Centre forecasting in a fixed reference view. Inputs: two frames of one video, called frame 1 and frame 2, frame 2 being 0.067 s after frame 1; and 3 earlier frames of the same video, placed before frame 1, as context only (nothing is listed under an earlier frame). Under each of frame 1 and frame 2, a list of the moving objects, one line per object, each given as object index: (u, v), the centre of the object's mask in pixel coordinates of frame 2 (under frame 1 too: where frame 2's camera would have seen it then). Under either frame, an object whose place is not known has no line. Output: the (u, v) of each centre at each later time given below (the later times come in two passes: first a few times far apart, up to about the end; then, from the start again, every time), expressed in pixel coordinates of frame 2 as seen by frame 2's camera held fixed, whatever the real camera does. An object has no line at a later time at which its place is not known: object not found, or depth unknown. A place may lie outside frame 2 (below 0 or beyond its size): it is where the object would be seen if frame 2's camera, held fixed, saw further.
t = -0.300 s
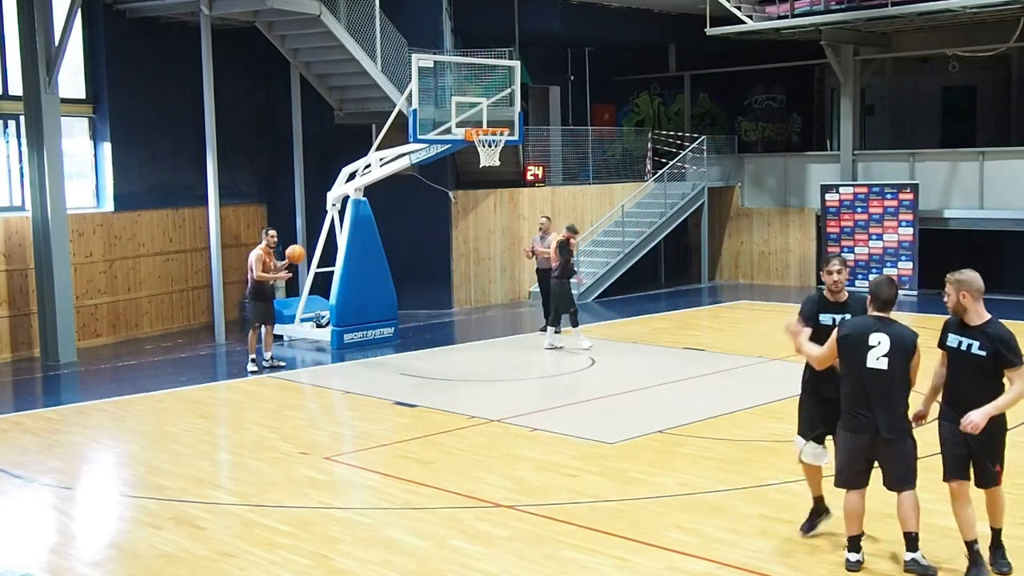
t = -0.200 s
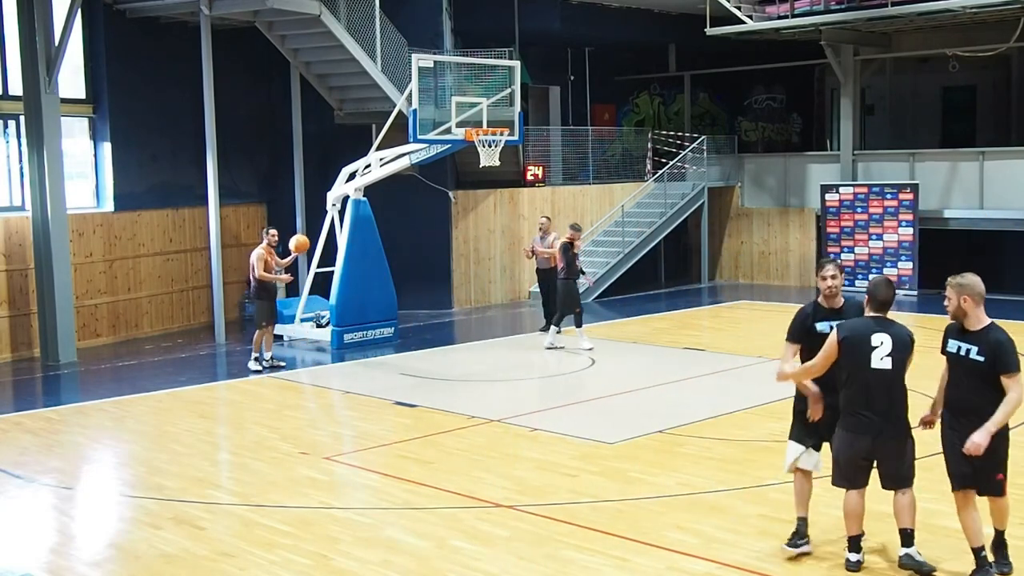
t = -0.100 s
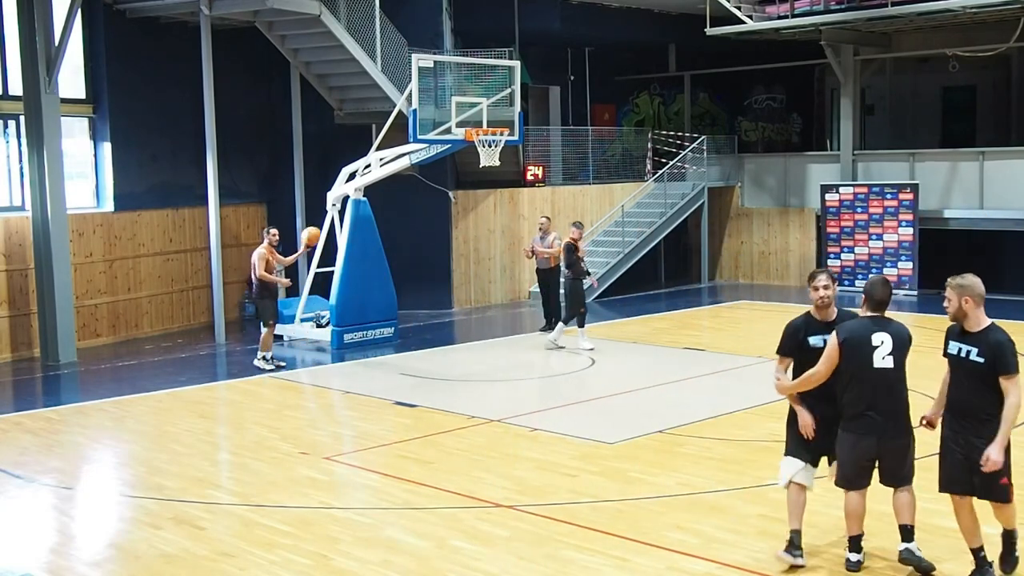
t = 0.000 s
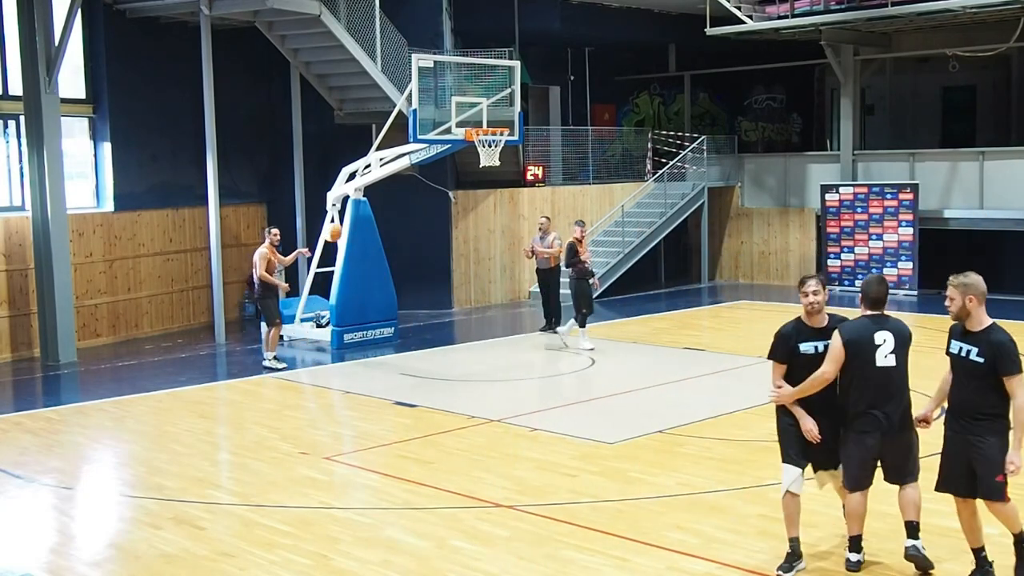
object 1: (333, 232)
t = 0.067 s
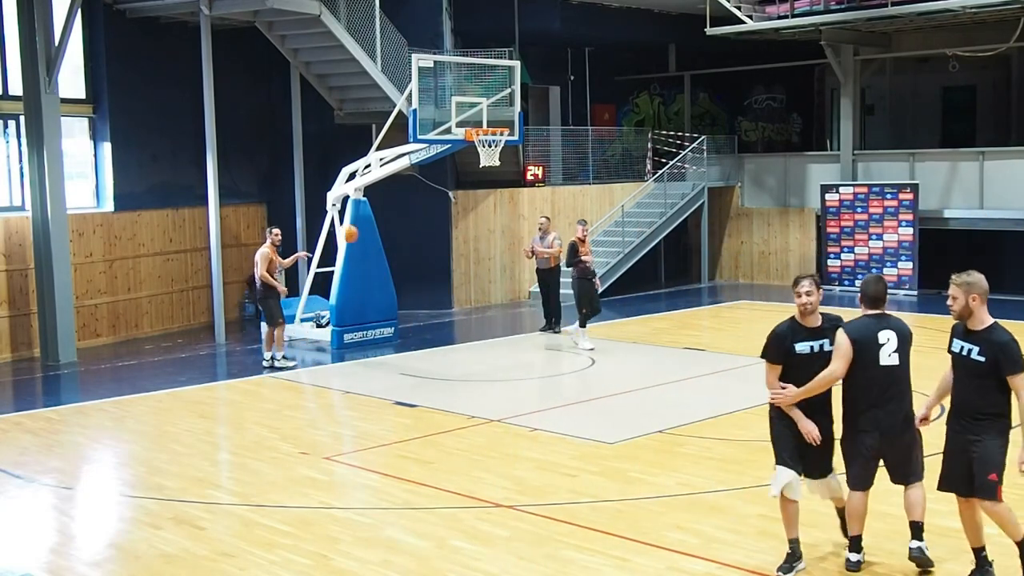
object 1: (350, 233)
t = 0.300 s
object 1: (396, 263)
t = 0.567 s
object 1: (448, 334)
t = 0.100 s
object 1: (355, 236)
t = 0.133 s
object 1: (362, 238)
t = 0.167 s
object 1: (368, 242)
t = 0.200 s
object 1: (376, 246)
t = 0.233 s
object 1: (383, 251)
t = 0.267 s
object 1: (390, 257)
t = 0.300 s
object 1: (396, 263)
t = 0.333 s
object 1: (403, 270)
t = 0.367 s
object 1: (410, 278)
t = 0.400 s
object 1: (417, 287)
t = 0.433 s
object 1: (423, 296)
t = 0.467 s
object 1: (430, 305)
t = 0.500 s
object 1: (437, 316)
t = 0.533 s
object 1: (443, 327)
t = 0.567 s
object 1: (448, 334)
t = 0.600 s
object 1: (451, 324)
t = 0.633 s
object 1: (453, 314)
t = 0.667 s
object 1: (455, 305)
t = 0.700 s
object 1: (457, 297)
